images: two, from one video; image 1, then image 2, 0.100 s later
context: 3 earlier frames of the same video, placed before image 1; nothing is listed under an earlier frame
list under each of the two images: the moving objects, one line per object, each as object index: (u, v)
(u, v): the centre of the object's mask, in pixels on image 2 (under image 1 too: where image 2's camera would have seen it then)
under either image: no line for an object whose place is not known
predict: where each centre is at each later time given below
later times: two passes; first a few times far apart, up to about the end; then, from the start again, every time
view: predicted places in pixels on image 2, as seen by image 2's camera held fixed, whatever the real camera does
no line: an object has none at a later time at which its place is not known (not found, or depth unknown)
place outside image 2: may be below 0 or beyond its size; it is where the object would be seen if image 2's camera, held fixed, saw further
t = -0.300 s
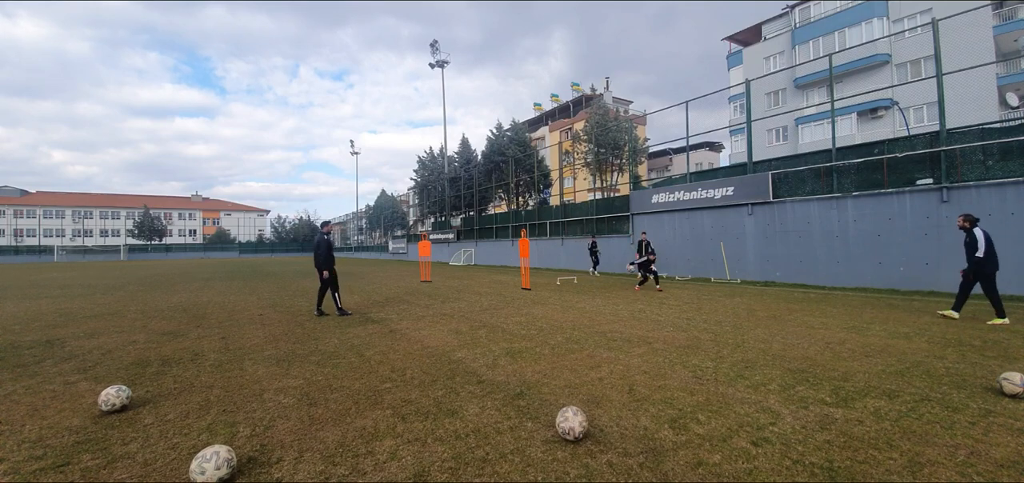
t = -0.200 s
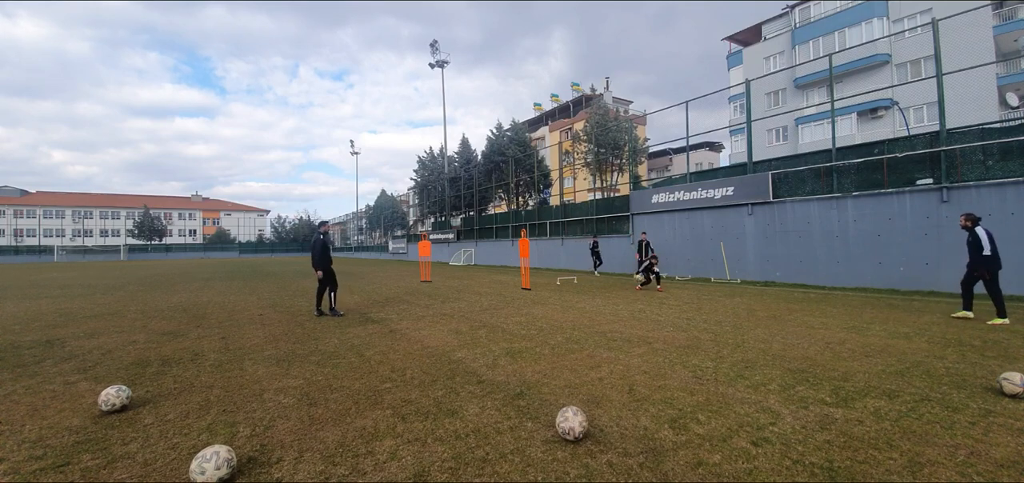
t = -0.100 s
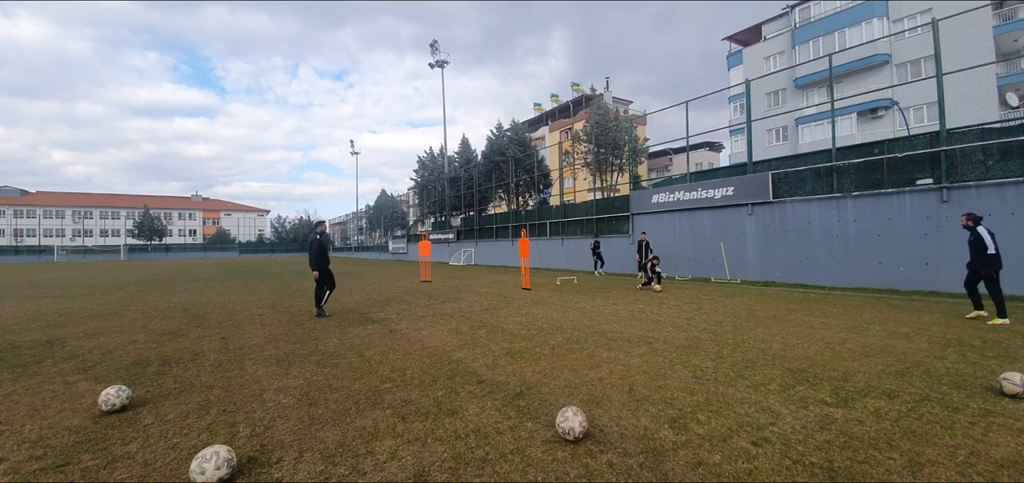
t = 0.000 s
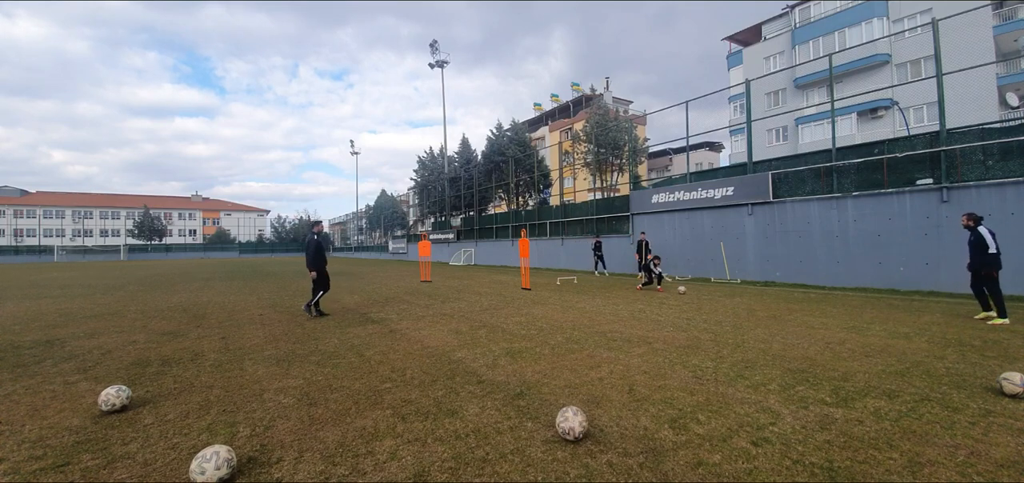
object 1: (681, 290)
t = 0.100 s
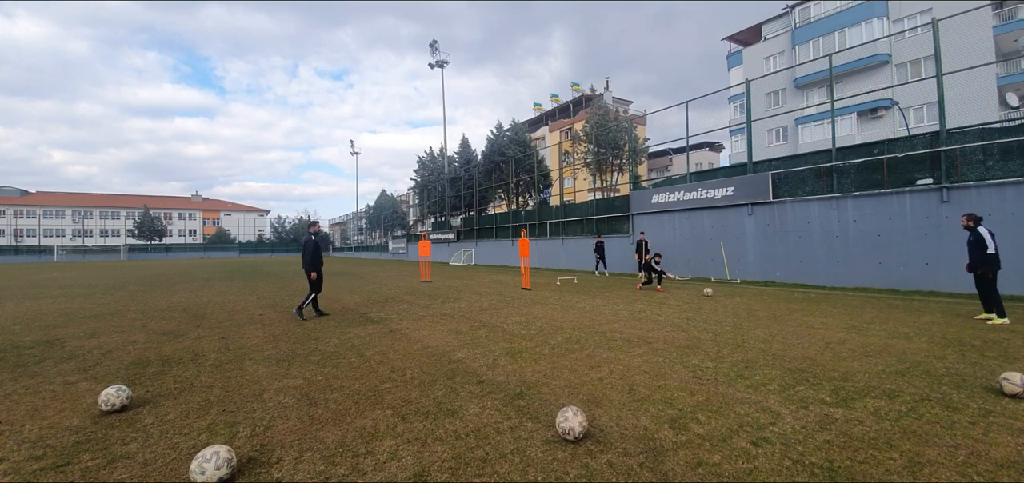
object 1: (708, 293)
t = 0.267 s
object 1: (754, 297)
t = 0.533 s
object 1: (831, 304)
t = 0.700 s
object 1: (888, 308)
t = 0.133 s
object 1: (717, 294)
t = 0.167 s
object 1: (726, 295)
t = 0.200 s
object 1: (735, 296)
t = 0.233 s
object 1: (745, 297)
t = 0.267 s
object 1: (754, 297)
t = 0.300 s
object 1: (763, 298)
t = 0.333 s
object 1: (772, 299)
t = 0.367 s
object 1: (782, 300)
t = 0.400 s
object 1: (791, 301)
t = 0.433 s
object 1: (801, 302)
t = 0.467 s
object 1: (811, 303)
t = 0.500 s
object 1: (821, 303)
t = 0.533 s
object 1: (831, 304)
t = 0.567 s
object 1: (842, 305)
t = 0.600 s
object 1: (853, 307)
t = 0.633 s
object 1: (865, 307)
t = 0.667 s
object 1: (876, 307)
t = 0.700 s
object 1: (888, 308)
